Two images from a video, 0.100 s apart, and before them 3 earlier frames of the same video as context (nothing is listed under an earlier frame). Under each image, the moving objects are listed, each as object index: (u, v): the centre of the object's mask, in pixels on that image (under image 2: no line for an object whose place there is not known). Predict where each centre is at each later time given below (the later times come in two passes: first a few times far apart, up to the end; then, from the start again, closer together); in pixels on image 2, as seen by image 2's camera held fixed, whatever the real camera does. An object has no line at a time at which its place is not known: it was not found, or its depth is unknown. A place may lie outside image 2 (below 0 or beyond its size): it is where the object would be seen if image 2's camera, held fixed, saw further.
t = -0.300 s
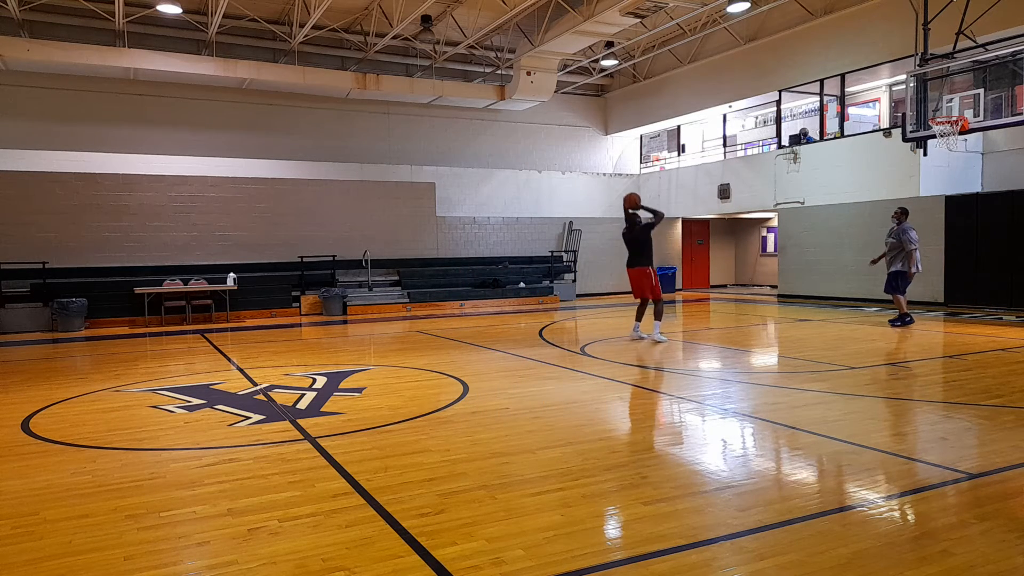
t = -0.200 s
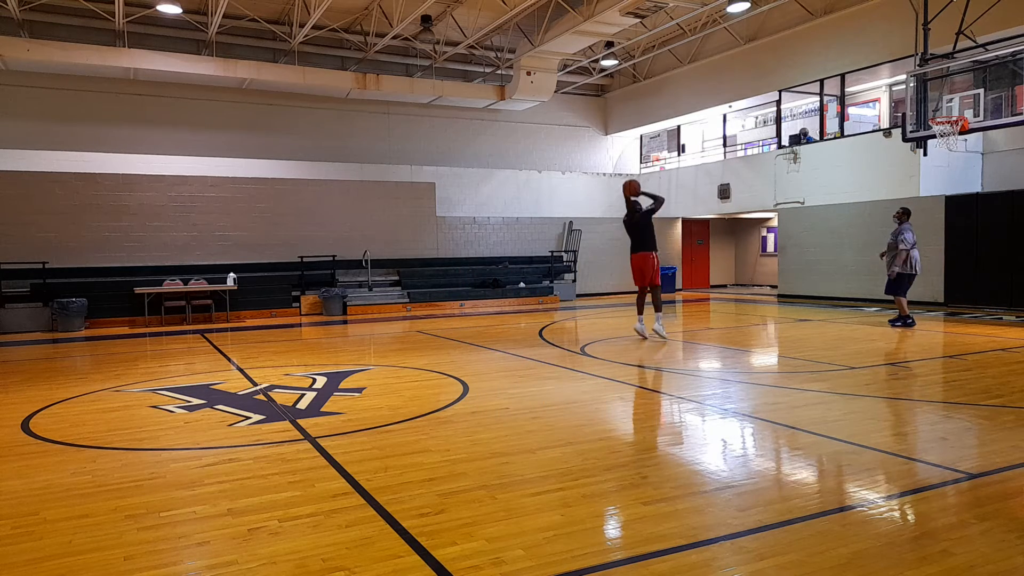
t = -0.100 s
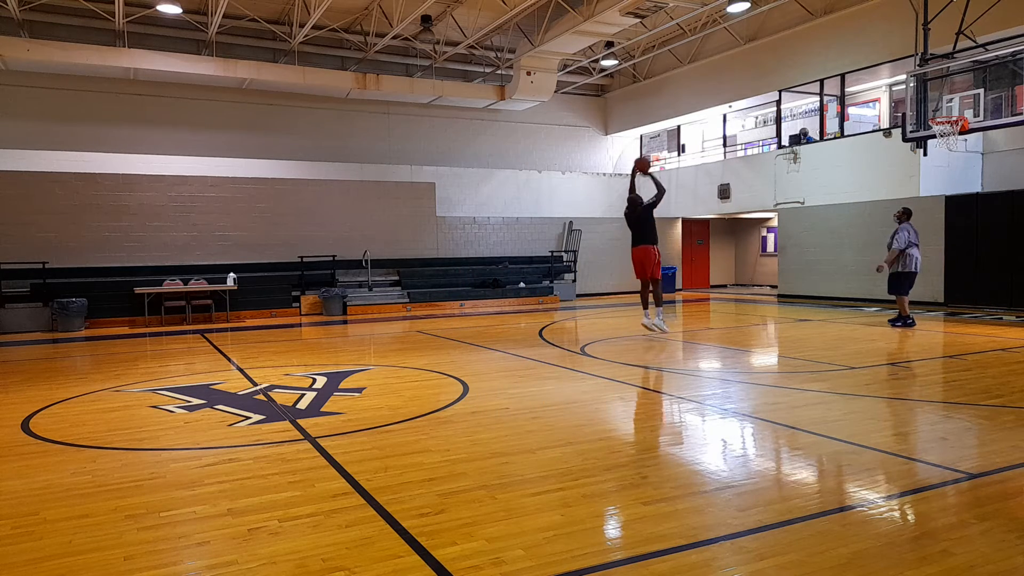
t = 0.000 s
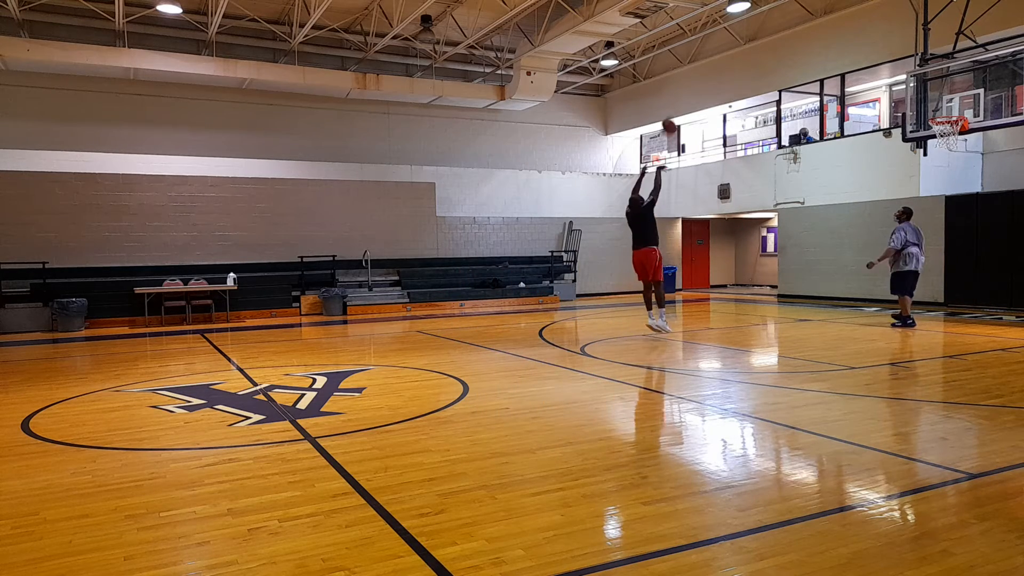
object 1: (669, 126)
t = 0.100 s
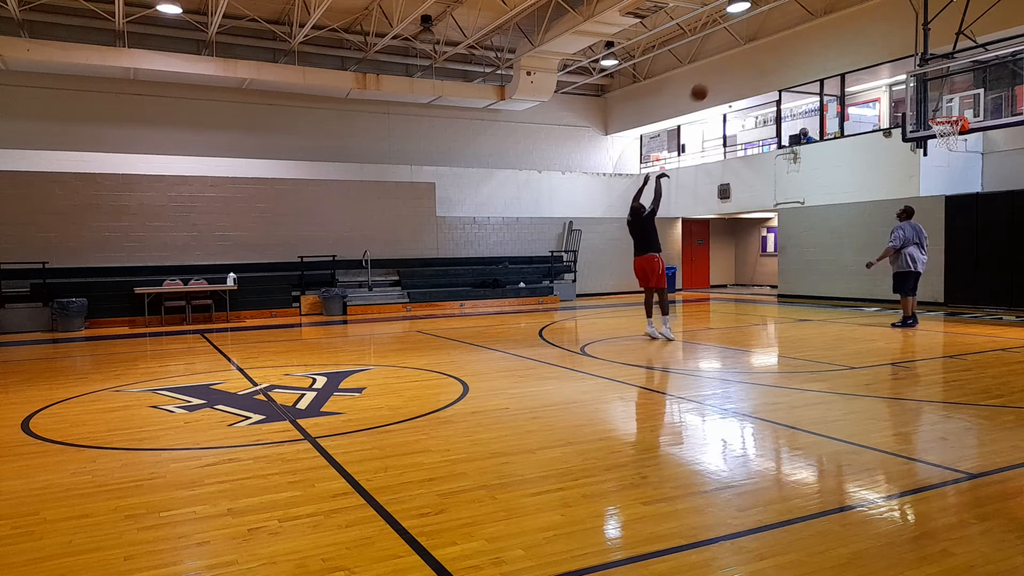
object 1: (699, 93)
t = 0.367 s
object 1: (777, 40)
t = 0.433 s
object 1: (797, 34)
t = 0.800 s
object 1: (898, 60)
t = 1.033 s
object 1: (954, 117)
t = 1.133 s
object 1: (938, 128)
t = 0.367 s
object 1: (777, 40)
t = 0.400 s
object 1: (787, 37)
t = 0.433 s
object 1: (797, 34)
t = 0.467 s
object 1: (806, 32)
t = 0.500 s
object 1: (816, 31)
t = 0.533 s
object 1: (825, 31)
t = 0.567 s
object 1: (834, 32)
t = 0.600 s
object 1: (844, 34)
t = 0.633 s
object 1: (853, 37)
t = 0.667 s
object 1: (862, 40)
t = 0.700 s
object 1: (871, 44)
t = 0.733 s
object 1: (880, 48)
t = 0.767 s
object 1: (889, 54)
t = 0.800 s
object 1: (898, 60)
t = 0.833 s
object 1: (908, 66)
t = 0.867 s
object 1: (917, 74)
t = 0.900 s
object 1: (928, 81)
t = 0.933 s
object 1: (935, 91)
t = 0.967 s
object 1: (943, 100)
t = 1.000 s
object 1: (952, 110)
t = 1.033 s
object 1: (954, 117)
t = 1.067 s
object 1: (948, 123)
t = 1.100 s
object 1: (947, 124)
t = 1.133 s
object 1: (938, 128)
